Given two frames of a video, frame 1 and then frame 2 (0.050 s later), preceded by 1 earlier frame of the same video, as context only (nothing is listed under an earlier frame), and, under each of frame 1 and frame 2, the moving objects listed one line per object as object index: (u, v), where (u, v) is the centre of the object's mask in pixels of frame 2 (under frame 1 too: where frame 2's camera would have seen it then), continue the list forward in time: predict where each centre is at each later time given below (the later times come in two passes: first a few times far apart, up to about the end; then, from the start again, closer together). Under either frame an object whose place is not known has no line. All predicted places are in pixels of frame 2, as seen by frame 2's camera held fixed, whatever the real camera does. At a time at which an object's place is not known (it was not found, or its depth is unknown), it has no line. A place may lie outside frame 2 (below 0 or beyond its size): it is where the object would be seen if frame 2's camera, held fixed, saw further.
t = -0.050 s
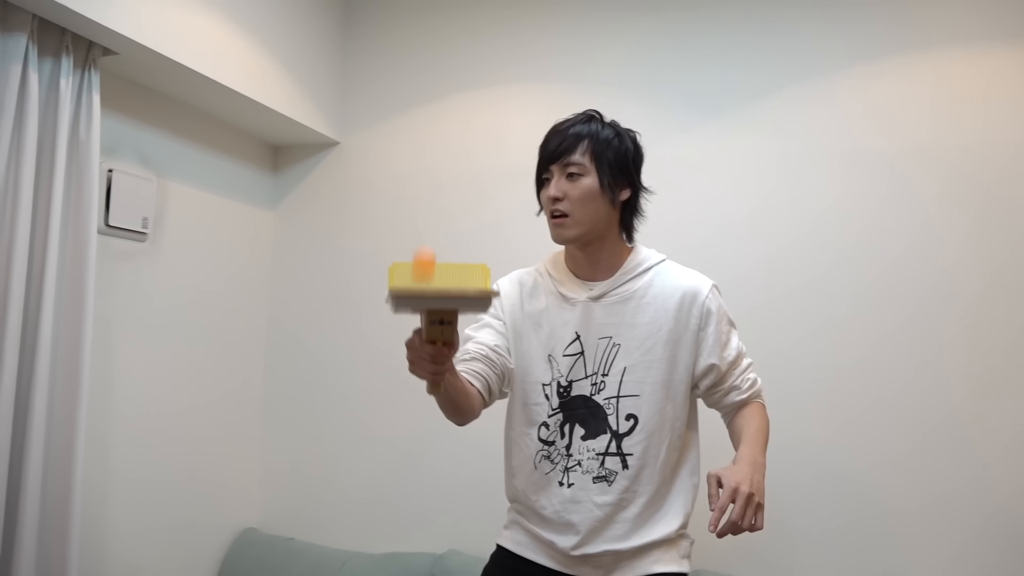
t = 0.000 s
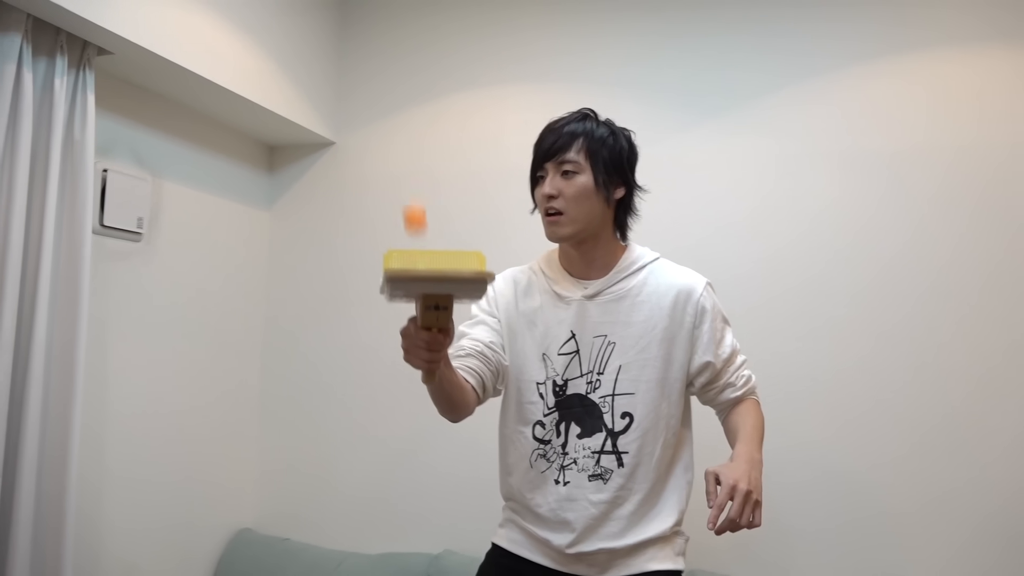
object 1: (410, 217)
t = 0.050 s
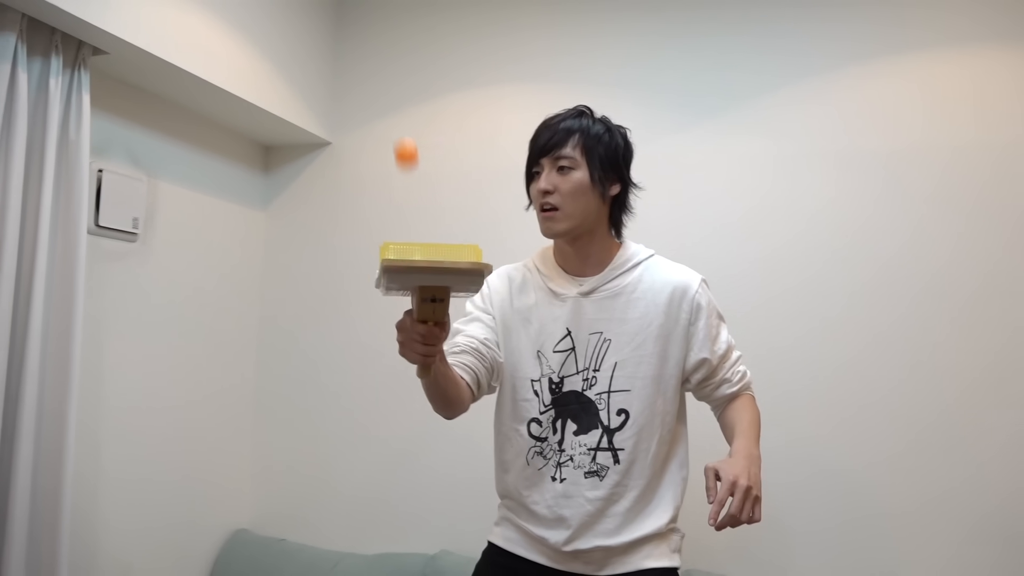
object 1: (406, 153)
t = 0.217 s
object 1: (387, 41)
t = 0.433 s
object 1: (350, 138)
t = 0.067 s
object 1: (405, 135)
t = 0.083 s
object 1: (403, 119)
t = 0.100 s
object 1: (401, 103)
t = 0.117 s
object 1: (400, 90)
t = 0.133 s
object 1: (398, 77)
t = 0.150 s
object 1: (396, 67)
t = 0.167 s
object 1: (394, 58)
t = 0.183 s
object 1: (391, 51)
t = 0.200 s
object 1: (389, 46)
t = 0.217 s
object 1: (387, 41)
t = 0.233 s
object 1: (385, 38)
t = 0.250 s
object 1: (382, 37)
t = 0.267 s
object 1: (380, 37)
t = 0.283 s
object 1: (377, 39)
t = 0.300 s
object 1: (375, 43)
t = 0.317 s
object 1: (372, 48)
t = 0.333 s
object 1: (369, 55)
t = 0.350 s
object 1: (366, 64)
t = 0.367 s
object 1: (363, 74)
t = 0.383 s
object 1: (360, 87)
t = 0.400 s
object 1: (356, 102)
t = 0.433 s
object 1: (350, 138)
